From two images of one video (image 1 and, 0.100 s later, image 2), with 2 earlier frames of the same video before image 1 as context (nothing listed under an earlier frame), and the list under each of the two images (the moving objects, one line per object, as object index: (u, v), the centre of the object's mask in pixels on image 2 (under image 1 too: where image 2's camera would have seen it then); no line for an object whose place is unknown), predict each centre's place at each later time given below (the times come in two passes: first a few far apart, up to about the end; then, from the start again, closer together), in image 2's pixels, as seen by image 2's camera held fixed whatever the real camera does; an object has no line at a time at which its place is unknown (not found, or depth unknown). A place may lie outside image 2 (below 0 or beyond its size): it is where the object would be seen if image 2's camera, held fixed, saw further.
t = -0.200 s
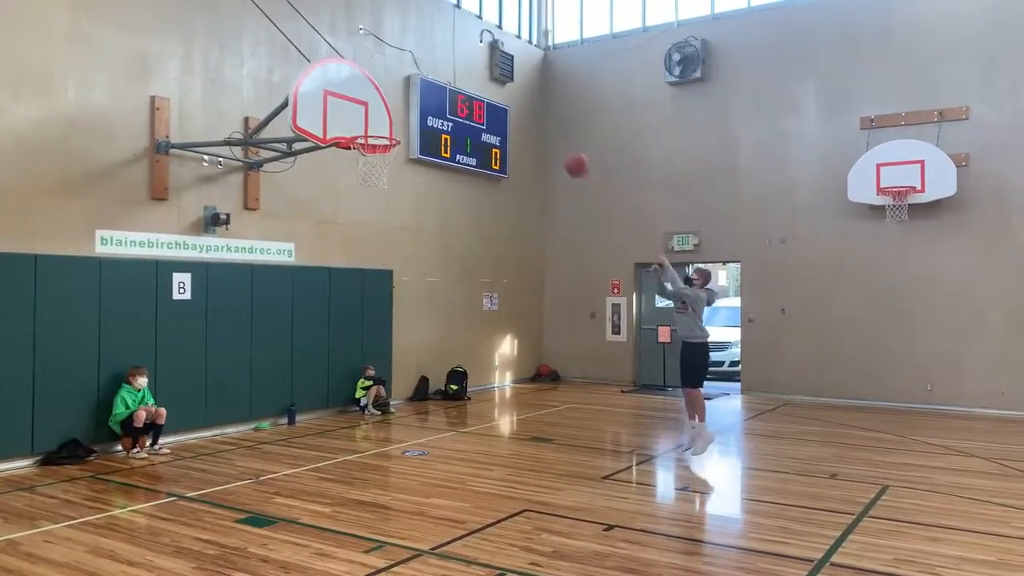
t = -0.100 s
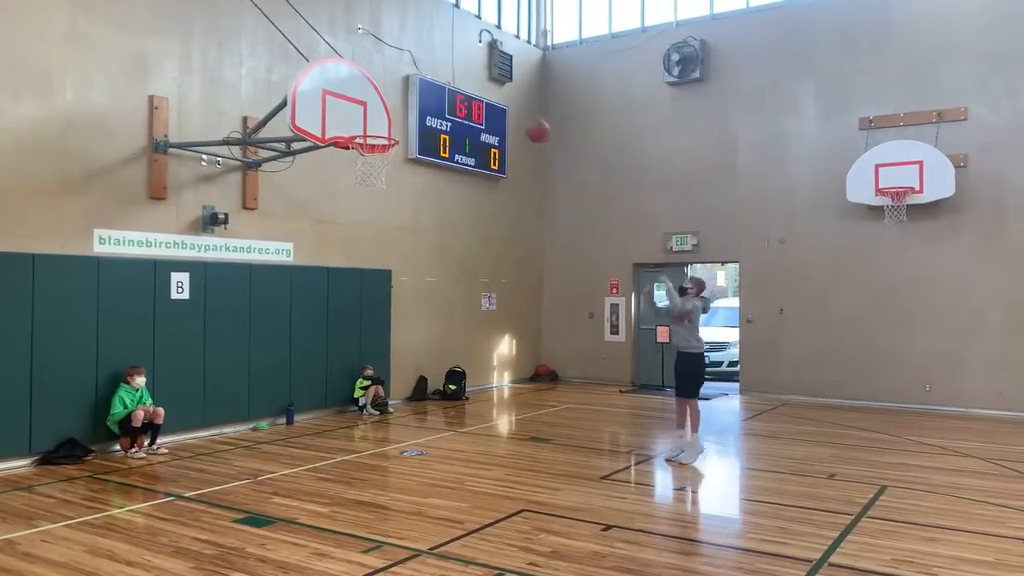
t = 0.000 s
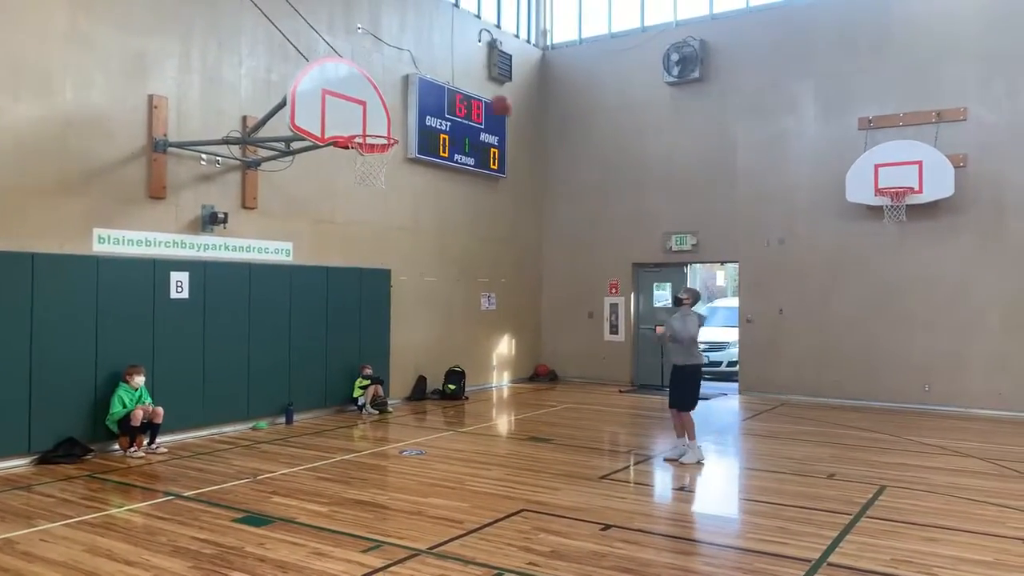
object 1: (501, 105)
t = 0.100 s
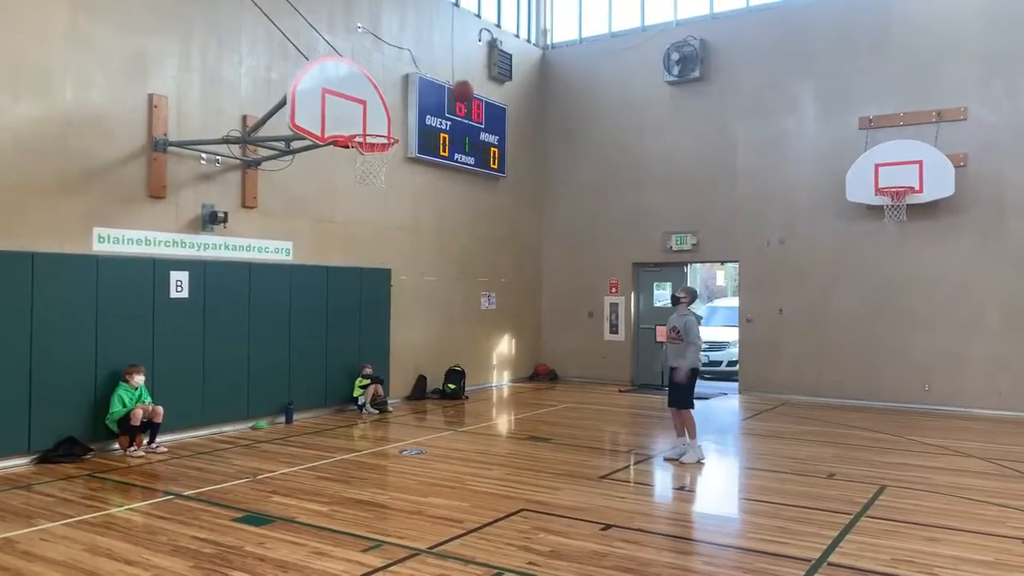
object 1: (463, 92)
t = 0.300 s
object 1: (389, 94)
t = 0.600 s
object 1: (372, 134)
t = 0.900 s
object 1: (377, 127)
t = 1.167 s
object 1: (364, 164)
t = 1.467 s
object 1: (365, 232)
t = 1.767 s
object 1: (366, 389)
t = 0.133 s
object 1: (450, 89)
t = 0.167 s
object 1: (438, 88)
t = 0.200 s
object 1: (425, 88)
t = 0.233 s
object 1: (412, 89)
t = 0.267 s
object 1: (401, 90)
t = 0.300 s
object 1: (389, 94)
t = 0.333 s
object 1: (376, 98)
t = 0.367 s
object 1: (364, 103)
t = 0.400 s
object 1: (363, 107)
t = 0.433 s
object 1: (367, 112)
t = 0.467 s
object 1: (372, 117)
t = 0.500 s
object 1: (376, 124)
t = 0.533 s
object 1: (381, 132)
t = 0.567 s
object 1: (379, 133)
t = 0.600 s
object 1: (372, 134)
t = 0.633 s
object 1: (366, 135)
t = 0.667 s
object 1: (364, 134)
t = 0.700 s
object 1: (368, 132)
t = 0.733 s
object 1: (372, 131)
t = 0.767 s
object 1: (376, 130)
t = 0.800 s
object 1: (380, 130)
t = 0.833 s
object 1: (380, 129)
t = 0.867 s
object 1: (379, 127)
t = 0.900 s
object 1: (377, 127)
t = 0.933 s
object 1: (375, 128)
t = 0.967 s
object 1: (373, 131)
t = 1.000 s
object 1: (372, 134)
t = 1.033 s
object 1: (370, 138)
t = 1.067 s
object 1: (367, 144)
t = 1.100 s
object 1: (366, 148)
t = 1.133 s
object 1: (365, 156)
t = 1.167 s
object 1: (364, 164)
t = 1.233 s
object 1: (363, 172)
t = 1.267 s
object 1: (364, 177)
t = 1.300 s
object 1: (364, 183)
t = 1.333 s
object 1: (364, 190)
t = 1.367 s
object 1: (364, 200)
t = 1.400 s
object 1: (365, 209)
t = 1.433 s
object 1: (365, 220)
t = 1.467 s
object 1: (365, 232)
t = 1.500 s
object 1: (365, 245)
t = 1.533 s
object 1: (365, 258)
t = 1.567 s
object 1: (366, 274)
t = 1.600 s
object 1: (365, 291)
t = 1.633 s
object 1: (365, 307)
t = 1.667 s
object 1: (365, 326)
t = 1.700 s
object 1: (366, 345)
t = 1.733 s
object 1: (366, 366)
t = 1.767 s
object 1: (366, 389)
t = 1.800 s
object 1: (367, 411)
